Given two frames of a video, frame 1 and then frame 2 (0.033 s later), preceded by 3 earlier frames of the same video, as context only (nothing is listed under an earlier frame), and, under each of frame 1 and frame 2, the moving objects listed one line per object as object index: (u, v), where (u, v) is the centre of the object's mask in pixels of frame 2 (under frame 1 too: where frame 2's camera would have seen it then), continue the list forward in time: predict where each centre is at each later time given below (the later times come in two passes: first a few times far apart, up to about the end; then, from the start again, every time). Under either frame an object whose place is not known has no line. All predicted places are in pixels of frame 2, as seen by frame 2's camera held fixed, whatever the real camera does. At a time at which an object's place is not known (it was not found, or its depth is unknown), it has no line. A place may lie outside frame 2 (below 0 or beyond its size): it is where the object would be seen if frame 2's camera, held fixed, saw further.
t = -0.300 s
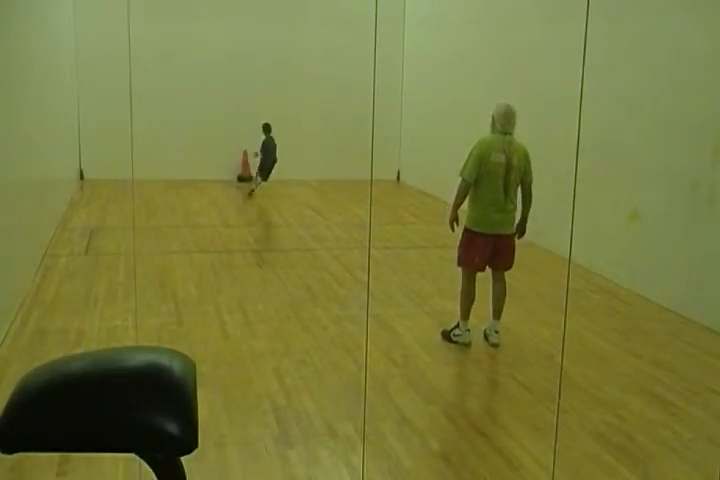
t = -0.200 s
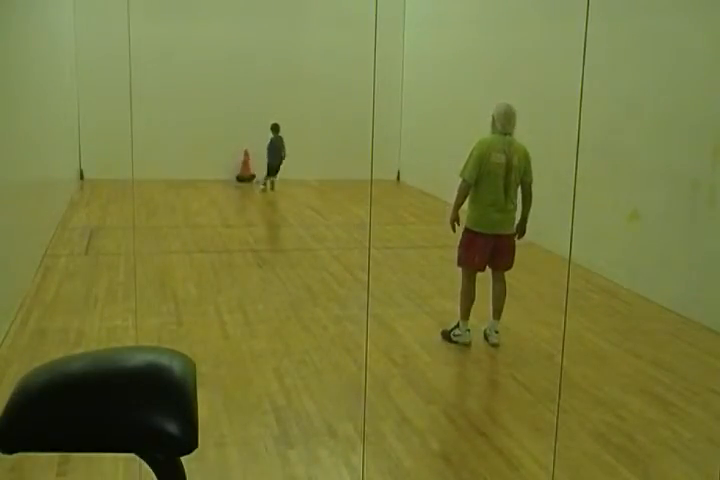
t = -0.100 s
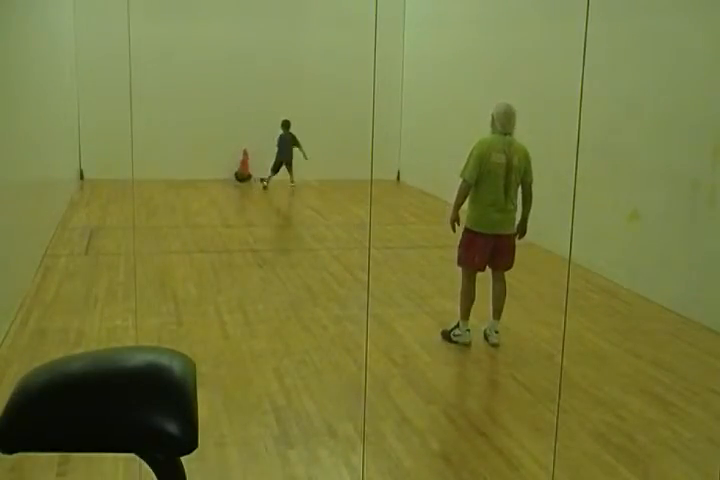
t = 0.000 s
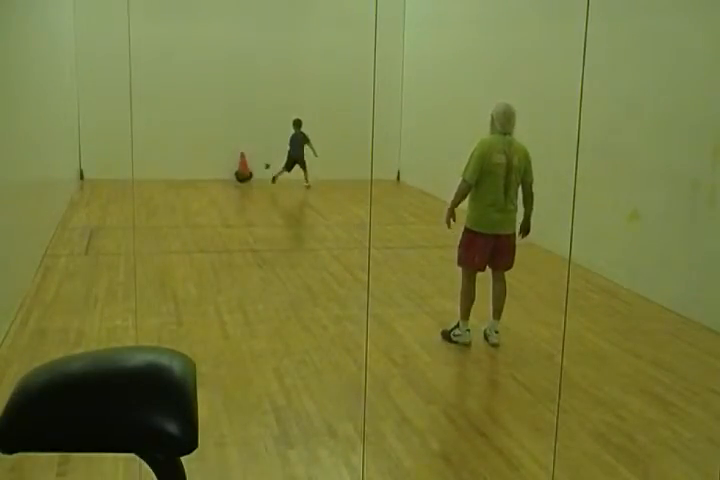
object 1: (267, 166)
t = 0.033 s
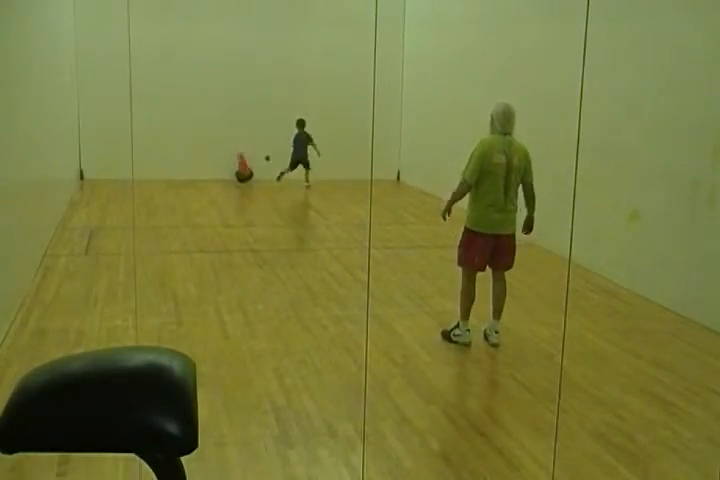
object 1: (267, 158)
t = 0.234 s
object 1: (267, 128)
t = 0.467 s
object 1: (266, 126)
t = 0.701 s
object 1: (273, 160)
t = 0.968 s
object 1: (281, 151)
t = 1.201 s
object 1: (287, 145)
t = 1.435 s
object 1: (293, 173)
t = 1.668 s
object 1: (300, 168)
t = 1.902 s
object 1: (306, 165)
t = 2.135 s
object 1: (312, 199)
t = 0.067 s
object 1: (267, 151)
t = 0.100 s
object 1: (267, 145)
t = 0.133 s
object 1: (267, 139)
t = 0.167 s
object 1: (267, 135)
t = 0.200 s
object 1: (267, 131)
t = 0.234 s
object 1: (267, 128)
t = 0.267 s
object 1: (266, 126)
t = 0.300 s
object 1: (267, 124)
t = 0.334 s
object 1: (266, 123)
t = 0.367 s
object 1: (267, 123)
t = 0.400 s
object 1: (267, 123)
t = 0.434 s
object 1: (266, 124)
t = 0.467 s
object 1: (266, 126)
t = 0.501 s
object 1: (266, 128)
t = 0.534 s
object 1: (266, 131)
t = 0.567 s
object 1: (267, 135)
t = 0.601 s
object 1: (268, 141)
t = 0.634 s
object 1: (270, 147)
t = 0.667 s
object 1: (271, 152)
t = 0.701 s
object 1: (273, 160)
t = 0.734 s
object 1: (275, 168)
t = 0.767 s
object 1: (276, 177)
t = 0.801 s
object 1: (277, 176)
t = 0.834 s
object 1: (278, 170)
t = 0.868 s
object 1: (279, 165)
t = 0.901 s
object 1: (279, 159)
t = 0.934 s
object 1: (281, 155)
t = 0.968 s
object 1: (281, 151)
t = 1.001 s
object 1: (282, 148)
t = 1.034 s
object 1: (283, 146)
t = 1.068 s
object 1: (284, 144)
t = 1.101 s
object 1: (285, 144)
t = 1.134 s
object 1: (286, 143)
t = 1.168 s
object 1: (286, 144)
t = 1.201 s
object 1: (287, 145)
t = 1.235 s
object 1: (288, 147)
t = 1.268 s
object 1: (289, 149)
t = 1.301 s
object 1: (290, 152)
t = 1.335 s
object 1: (291, 156)
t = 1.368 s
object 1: (291, 162)
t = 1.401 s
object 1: (292, 167)
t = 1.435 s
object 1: (293, 173)
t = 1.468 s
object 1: (294, 180)
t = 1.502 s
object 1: (295, 188)
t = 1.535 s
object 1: (295, 187)
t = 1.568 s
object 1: (296, 181)
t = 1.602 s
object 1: (298, 176)
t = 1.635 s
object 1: (298, 172)
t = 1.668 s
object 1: (300, 168)
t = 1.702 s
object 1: (300, 166)
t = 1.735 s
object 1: (301, 164)
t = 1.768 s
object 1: (303, 162)
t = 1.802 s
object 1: (303, 162)
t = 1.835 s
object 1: (304, 162)
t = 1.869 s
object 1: (305, 163)
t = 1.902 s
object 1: (306, 165)
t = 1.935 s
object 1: (307, 168)
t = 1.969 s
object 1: (308, 171)
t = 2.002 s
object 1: (309, 175)
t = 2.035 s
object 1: (310, 180)
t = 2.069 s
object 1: (311, 185)
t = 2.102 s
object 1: (312, 192)
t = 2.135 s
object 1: (312, 199)
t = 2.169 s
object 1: (313, 196)
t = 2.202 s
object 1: (314, 191)
